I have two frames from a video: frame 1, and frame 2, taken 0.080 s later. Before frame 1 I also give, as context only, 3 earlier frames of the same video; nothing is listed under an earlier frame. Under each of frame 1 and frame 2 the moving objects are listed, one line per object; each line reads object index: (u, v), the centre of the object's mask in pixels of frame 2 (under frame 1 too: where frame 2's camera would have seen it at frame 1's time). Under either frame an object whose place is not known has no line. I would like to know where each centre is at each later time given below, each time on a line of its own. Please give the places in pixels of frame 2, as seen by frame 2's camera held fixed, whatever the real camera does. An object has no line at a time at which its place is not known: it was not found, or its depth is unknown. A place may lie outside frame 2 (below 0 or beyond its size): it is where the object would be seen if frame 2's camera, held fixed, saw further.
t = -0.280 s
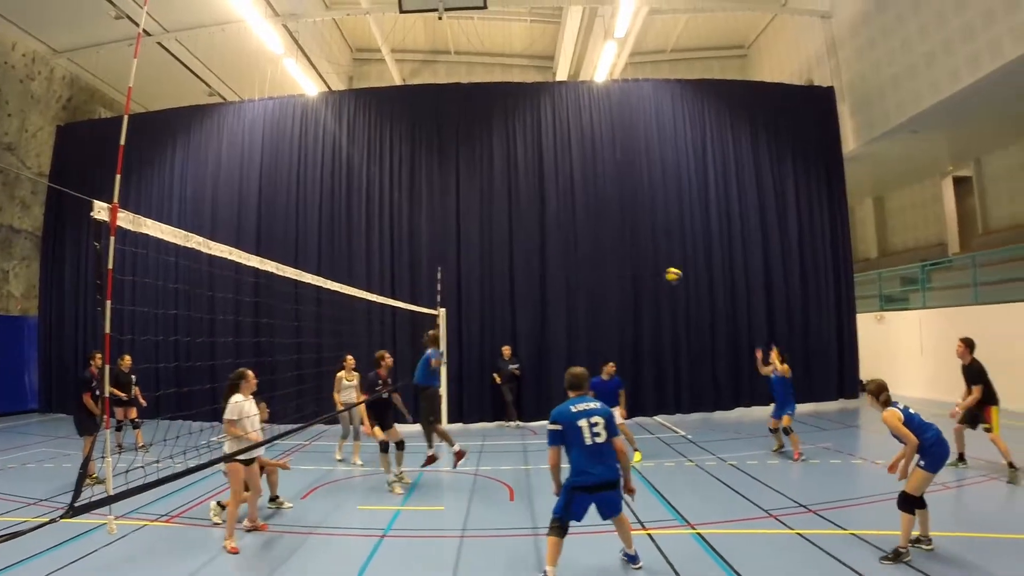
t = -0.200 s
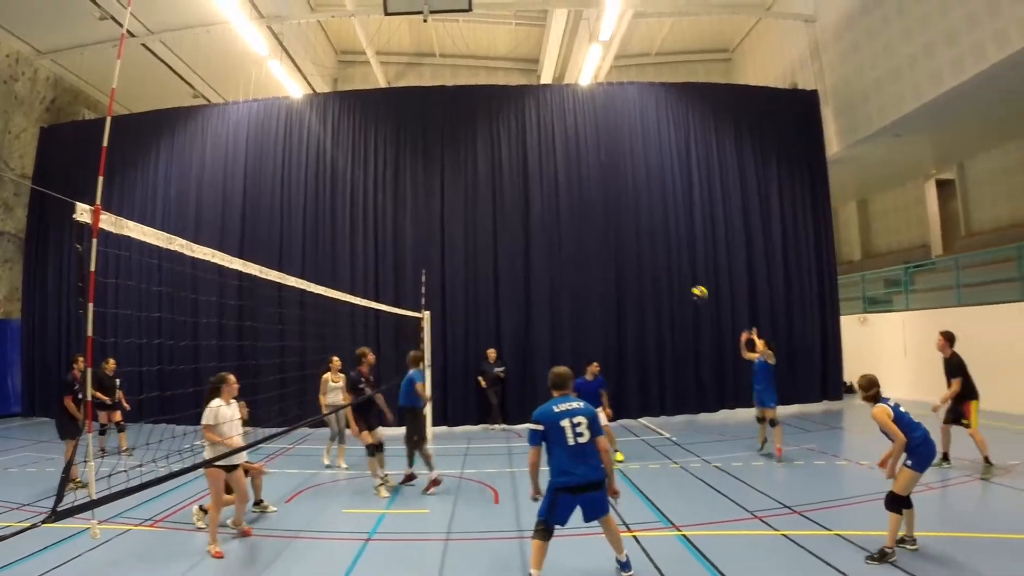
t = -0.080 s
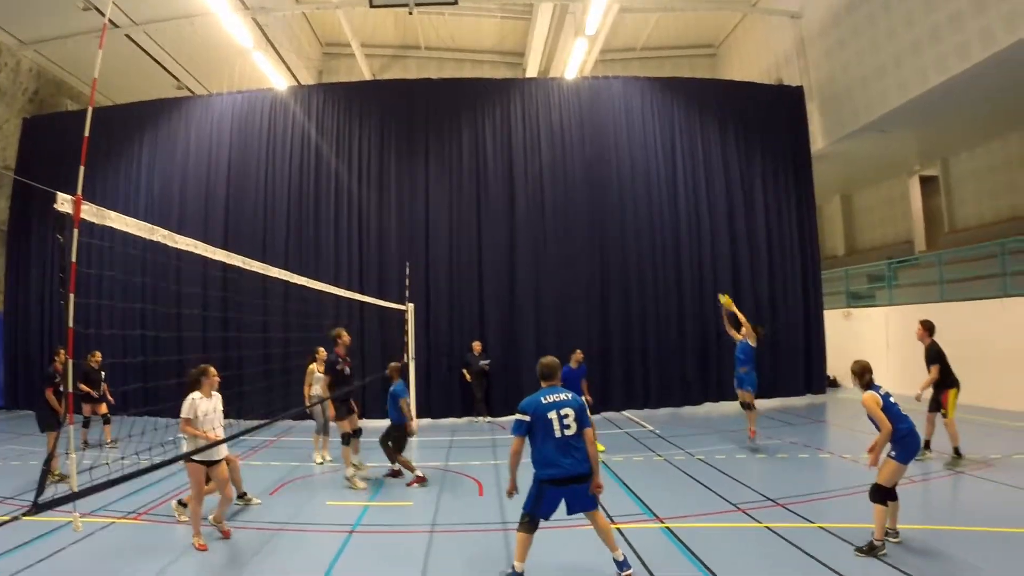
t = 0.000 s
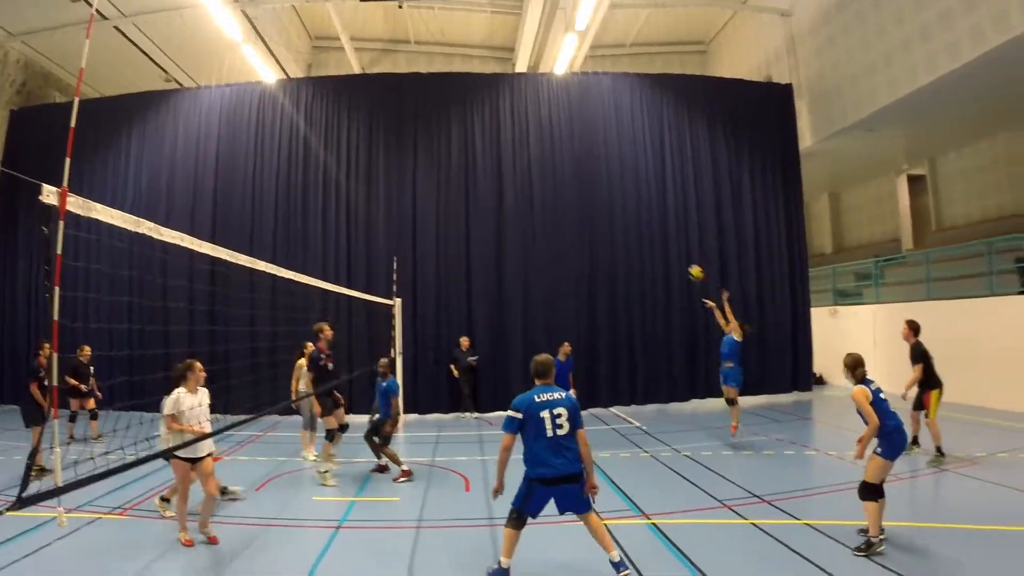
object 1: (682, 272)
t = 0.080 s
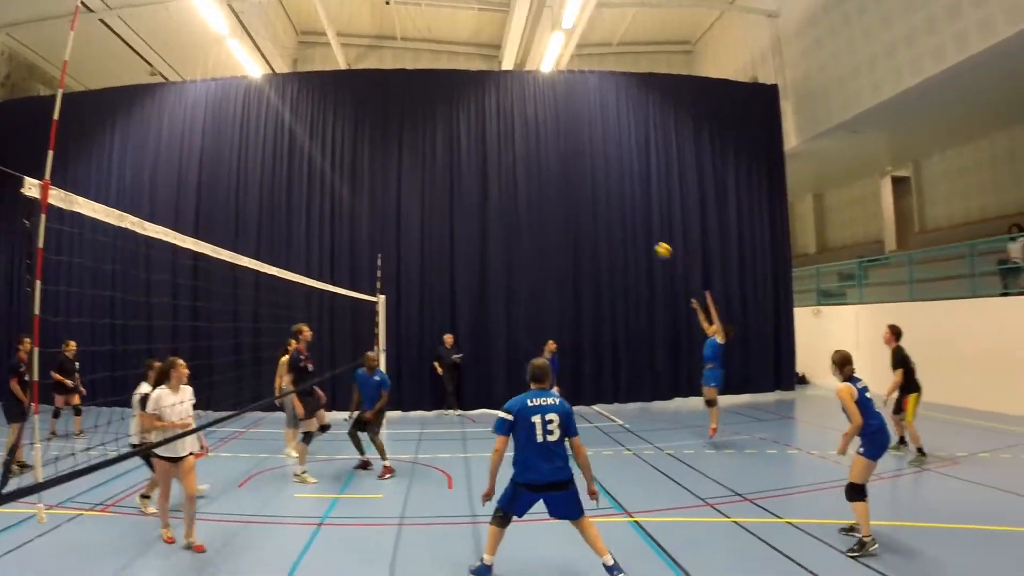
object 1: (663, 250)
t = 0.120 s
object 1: (656, 243)
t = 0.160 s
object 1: (648, 236)
